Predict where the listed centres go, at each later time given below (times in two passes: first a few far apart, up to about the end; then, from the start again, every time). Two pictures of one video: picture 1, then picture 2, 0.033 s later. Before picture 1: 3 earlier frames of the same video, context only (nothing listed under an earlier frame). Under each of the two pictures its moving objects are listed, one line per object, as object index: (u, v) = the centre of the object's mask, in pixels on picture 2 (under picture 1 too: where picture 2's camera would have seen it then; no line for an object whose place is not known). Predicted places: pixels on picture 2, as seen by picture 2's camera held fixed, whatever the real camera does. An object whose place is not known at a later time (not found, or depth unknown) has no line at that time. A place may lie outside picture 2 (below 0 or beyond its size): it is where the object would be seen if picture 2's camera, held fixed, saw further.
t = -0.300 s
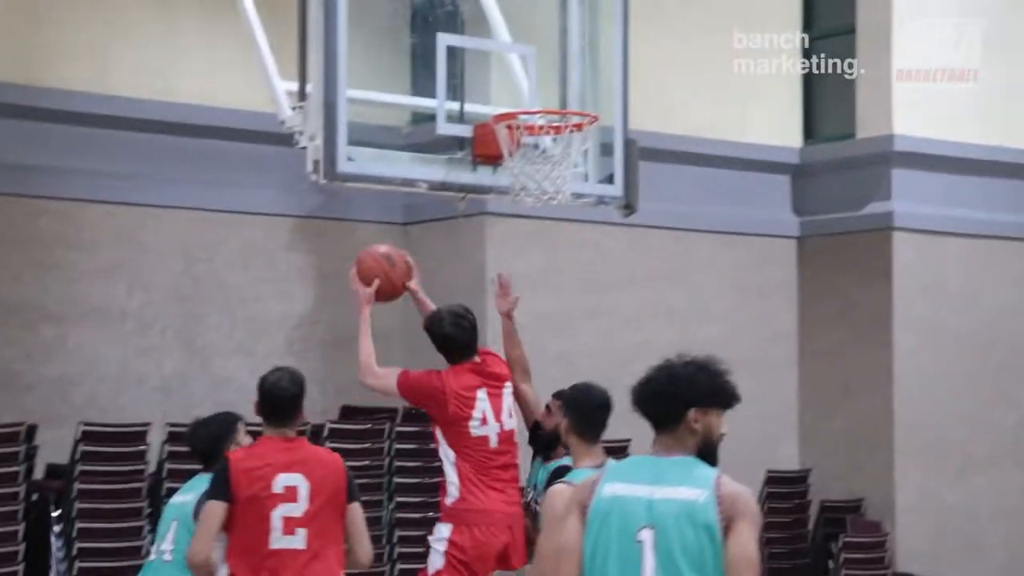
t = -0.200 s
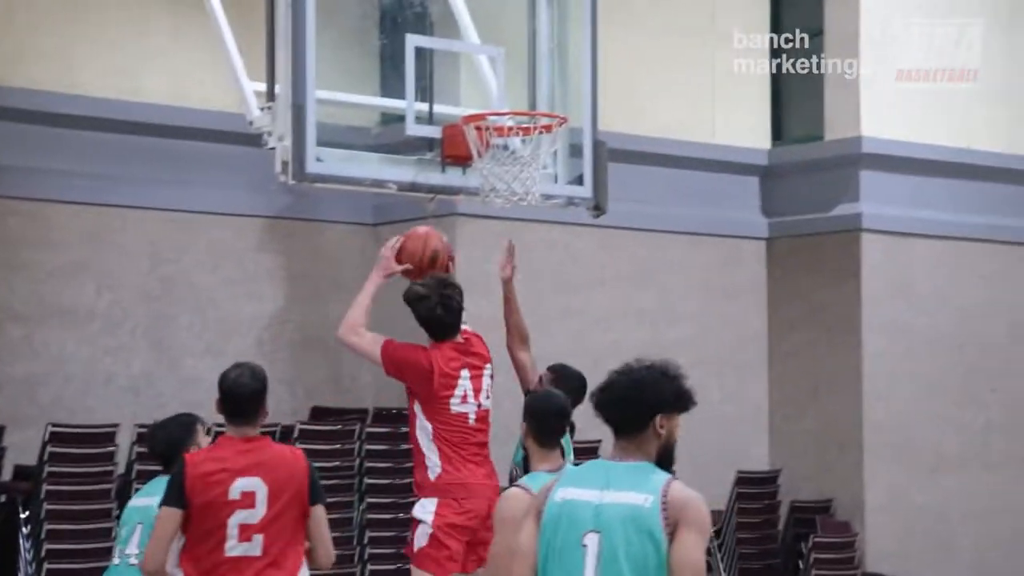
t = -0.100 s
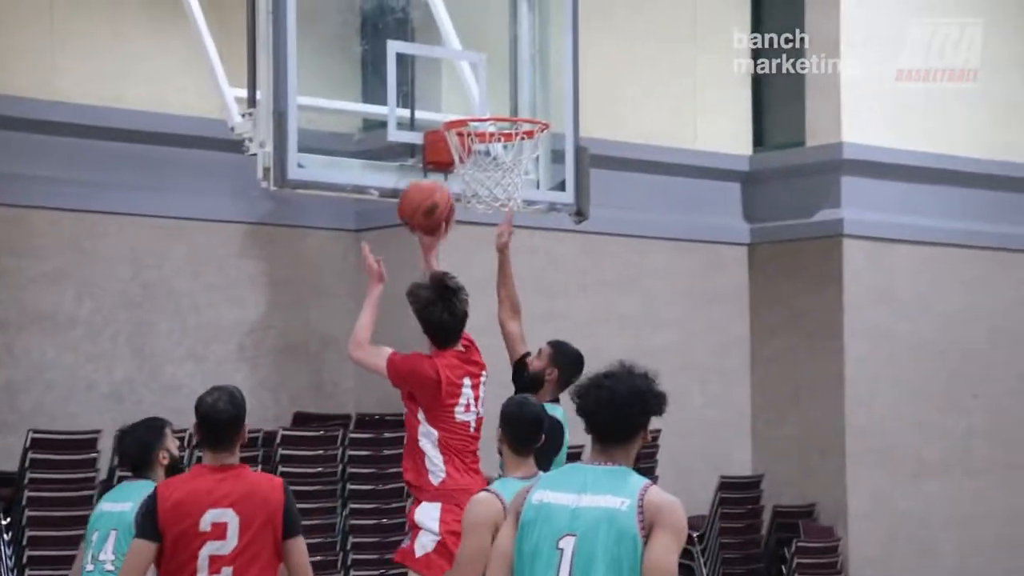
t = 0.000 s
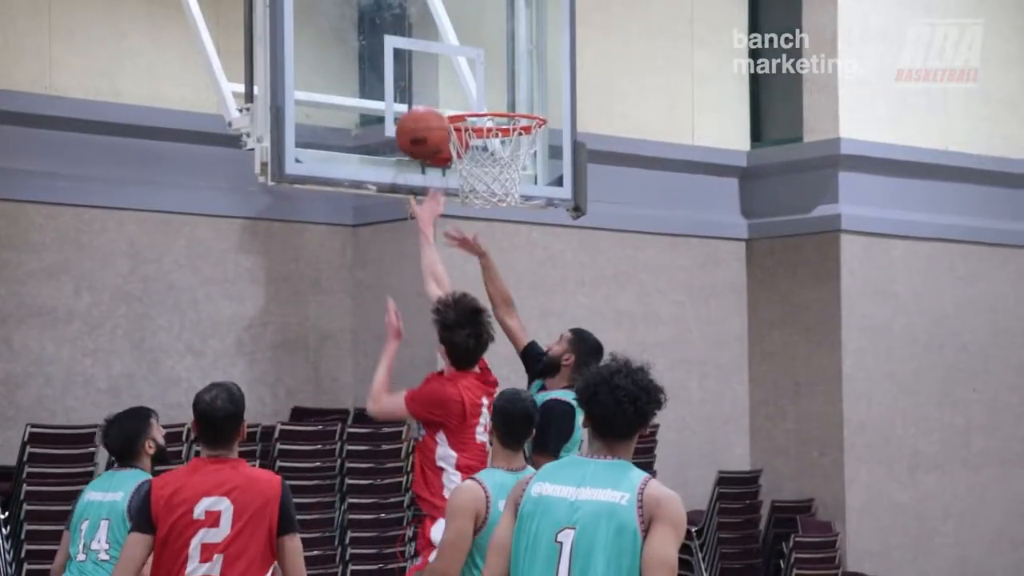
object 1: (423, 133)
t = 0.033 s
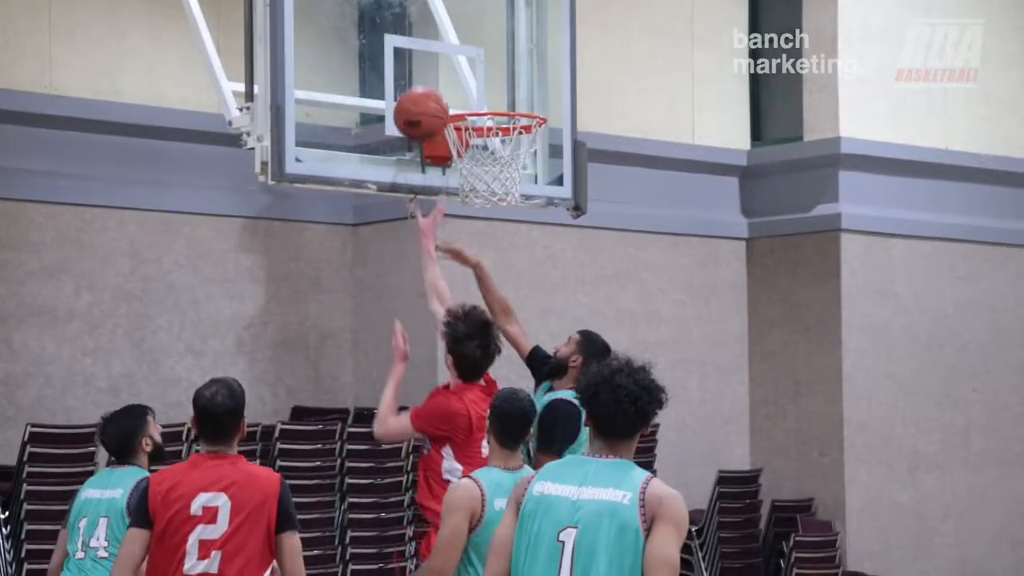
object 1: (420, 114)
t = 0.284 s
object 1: (416, 58)
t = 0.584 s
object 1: (515, 133)
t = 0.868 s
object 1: (481, 229)
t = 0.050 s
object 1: (420, 106)
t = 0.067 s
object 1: (419, 98)
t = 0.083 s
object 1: (418, 92)
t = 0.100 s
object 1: (416, 85)
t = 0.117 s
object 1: (415, 79)
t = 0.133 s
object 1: (414, 75)
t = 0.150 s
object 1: (413, 71)
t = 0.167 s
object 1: (412, 68)
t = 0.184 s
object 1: (411, 64)
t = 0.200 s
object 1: (410, 61)
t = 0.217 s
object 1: (409, 60)
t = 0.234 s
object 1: (408, 59)
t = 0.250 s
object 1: (407, 58)
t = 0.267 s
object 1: (409, 58)
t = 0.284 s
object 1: (416, 58)
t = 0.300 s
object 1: (423, 59)
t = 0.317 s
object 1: (430, 62)
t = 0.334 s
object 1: (437, 64)
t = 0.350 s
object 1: (443, 67)
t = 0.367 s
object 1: (450, 71)
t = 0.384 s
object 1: (457, 76)
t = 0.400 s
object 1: (464, 80)
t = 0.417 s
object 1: (471, 85)
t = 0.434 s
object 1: (478, 90)
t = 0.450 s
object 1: (485, 97)
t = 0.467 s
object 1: (492, 102)
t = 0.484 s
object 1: (495, 108)
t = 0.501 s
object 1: (498, 110)
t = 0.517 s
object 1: (502, 114)
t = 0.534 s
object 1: (505, 118)
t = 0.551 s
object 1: (509, 122)
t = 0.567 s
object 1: (511, 127)
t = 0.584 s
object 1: (515, 133)
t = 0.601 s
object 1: (517, 139)
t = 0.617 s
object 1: (517, 143)
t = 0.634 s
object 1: (515, 148)
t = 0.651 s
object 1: (514, 151)
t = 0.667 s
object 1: (511, 156)
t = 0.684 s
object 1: (509, 161)
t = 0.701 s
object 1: (505, 166)
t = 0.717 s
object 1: (503, 172)
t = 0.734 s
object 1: (501, 175)
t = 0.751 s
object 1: (498, 182)
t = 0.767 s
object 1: (500, 195)
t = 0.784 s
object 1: (493, 206)
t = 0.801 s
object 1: (491, 209)
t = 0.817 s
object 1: (489, 213)
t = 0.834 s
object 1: (486, 218)
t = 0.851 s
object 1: (483, 223)
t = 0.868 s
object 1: (481, 229)
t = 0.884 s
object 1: (478, 239)
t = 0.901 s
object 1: (476, 248)
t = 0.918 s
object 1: (473, 259)
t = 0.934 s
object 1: (471, 270)
